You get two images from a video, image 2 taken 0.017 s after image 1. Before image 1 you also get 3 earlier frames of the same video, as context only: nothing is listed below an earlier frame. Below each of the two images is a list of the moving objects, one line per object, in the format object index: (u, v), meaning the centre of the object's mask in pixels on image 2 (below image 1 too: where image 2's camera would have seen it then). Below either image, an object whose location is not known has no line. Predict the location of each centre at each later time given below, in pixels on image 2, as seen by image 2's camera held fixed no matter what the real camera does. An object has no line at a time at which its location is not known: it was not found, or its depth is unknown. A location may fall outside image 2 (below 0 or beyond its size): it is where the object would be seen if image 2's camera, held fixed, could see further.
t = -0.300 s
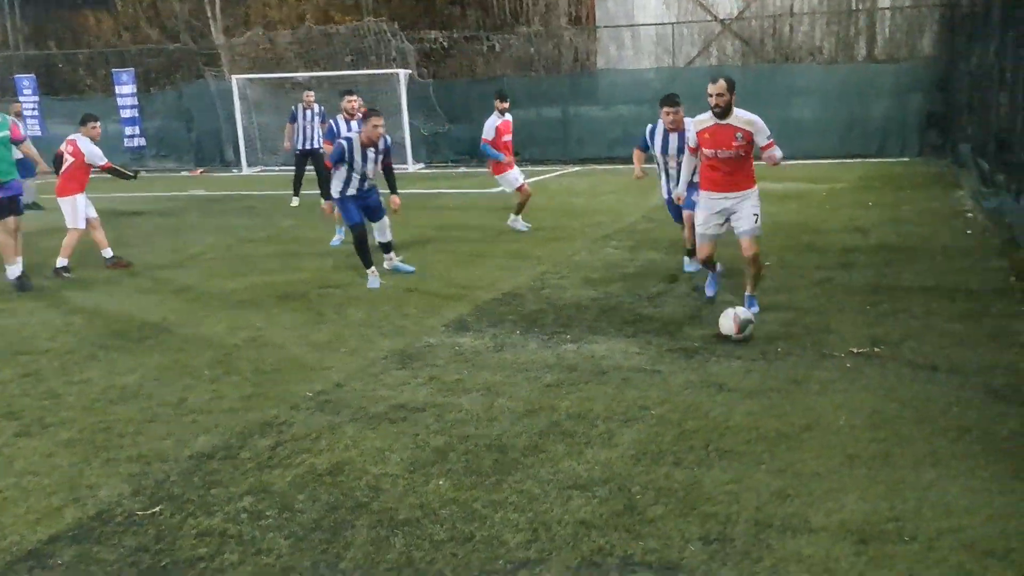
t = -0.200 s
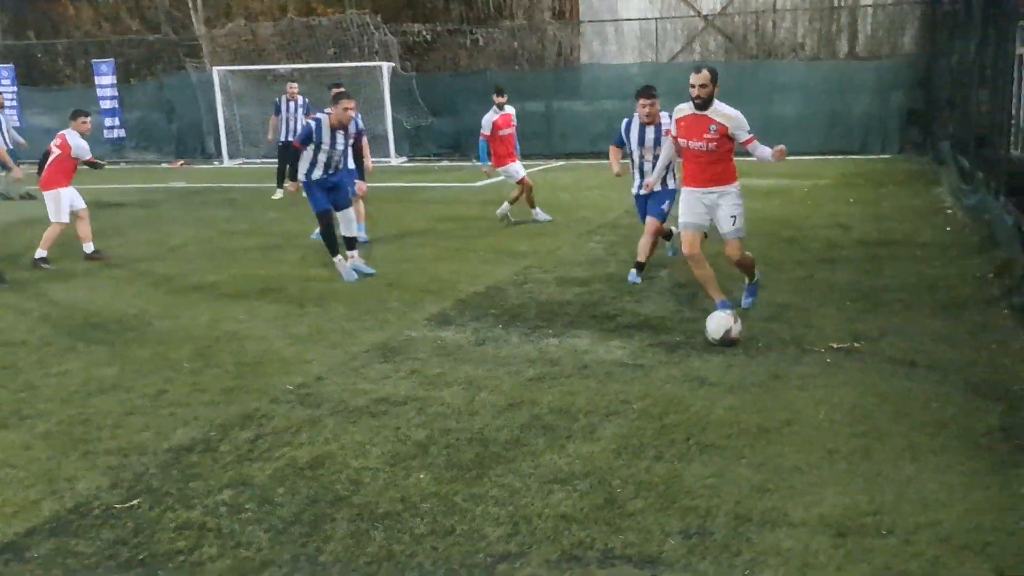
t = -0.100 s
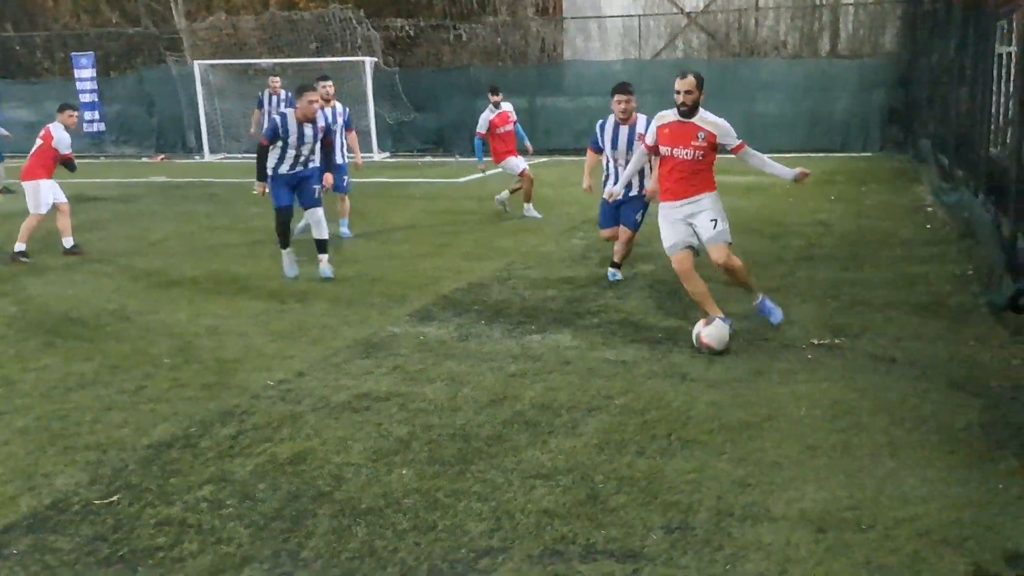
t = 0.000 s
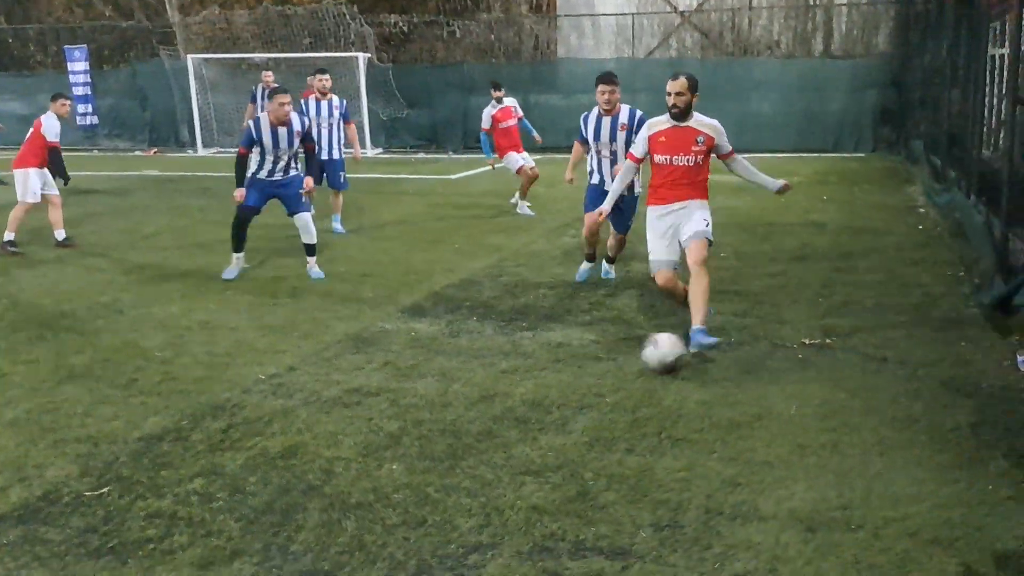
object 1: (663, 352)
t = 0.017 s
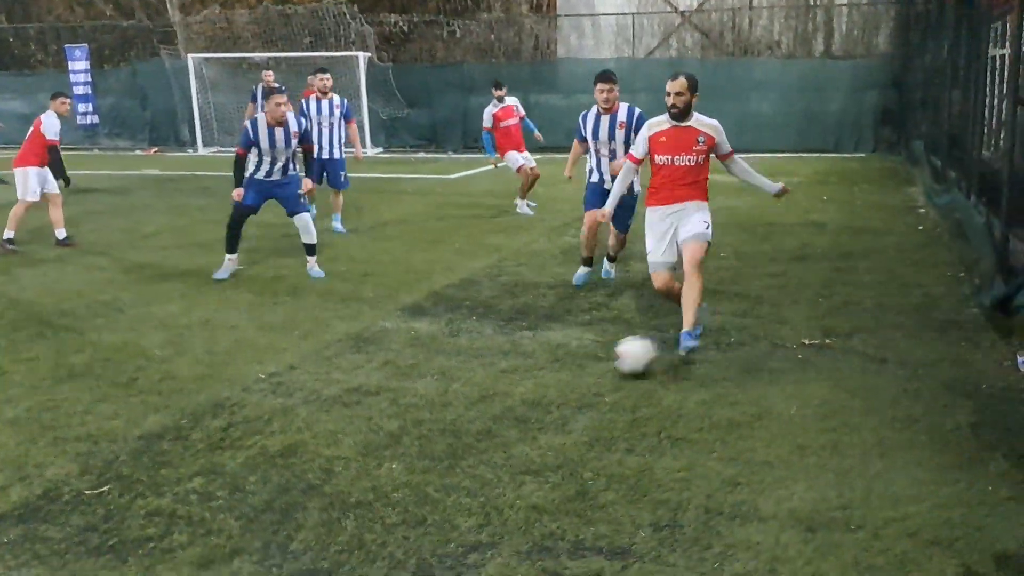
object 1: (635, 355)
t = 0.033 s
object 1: (609, 359)
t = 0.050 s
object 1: (587, 364)
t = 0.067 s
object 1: (557, 370)
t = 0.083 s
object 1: (529, 375)
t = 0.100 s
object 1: (500, 383)
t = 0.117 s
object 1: (469, 391)
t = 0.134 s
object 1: (436, 403)
